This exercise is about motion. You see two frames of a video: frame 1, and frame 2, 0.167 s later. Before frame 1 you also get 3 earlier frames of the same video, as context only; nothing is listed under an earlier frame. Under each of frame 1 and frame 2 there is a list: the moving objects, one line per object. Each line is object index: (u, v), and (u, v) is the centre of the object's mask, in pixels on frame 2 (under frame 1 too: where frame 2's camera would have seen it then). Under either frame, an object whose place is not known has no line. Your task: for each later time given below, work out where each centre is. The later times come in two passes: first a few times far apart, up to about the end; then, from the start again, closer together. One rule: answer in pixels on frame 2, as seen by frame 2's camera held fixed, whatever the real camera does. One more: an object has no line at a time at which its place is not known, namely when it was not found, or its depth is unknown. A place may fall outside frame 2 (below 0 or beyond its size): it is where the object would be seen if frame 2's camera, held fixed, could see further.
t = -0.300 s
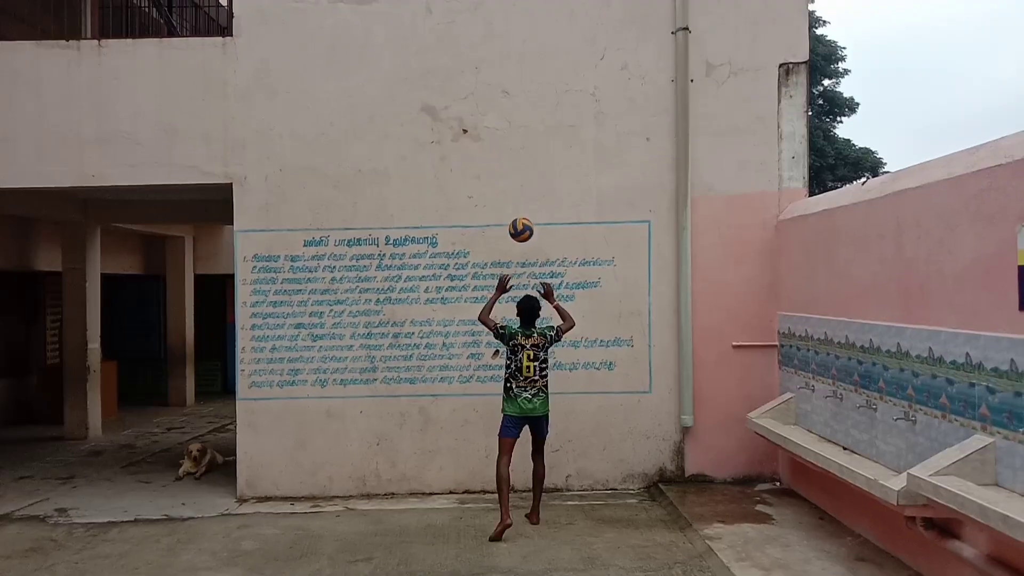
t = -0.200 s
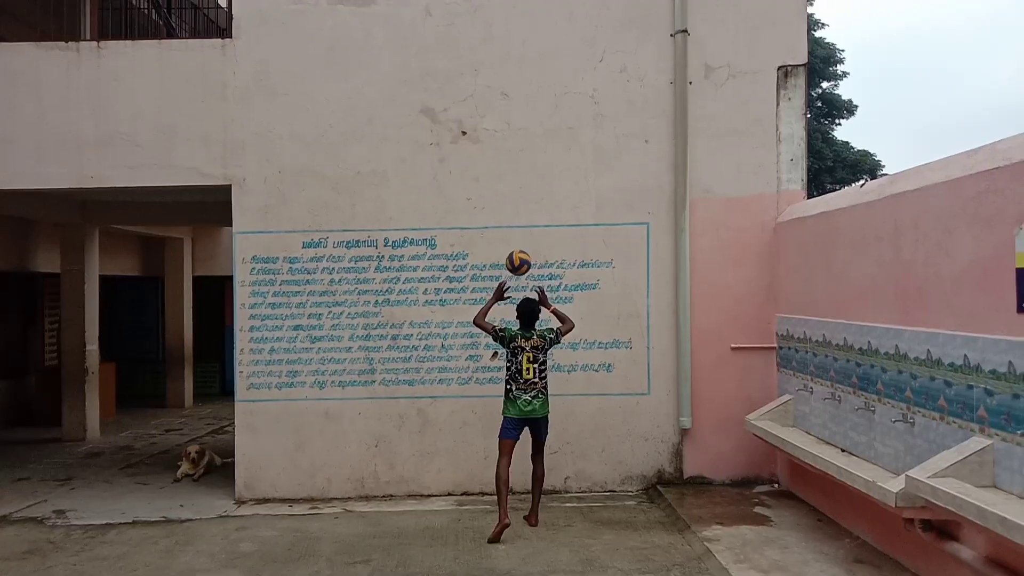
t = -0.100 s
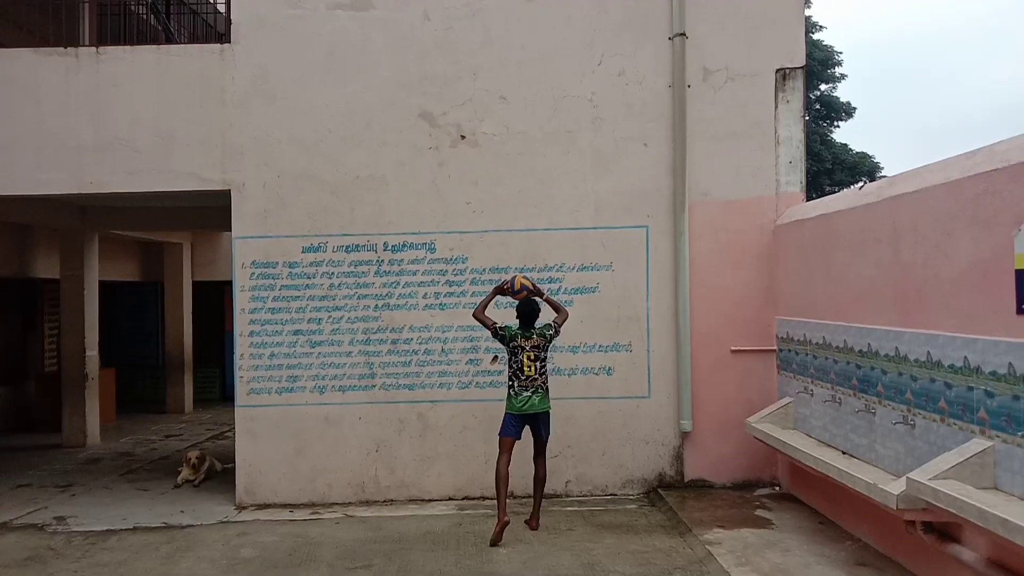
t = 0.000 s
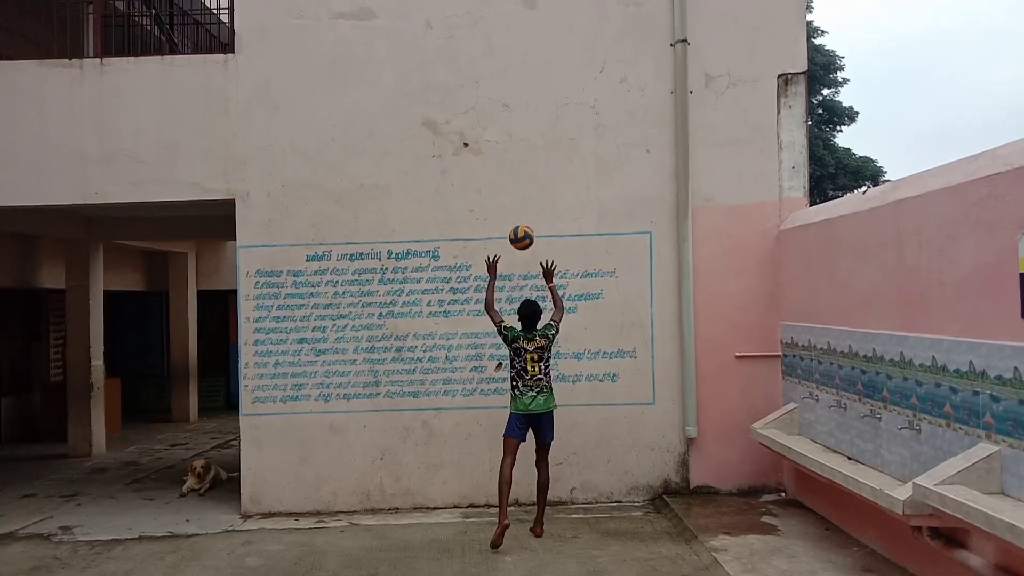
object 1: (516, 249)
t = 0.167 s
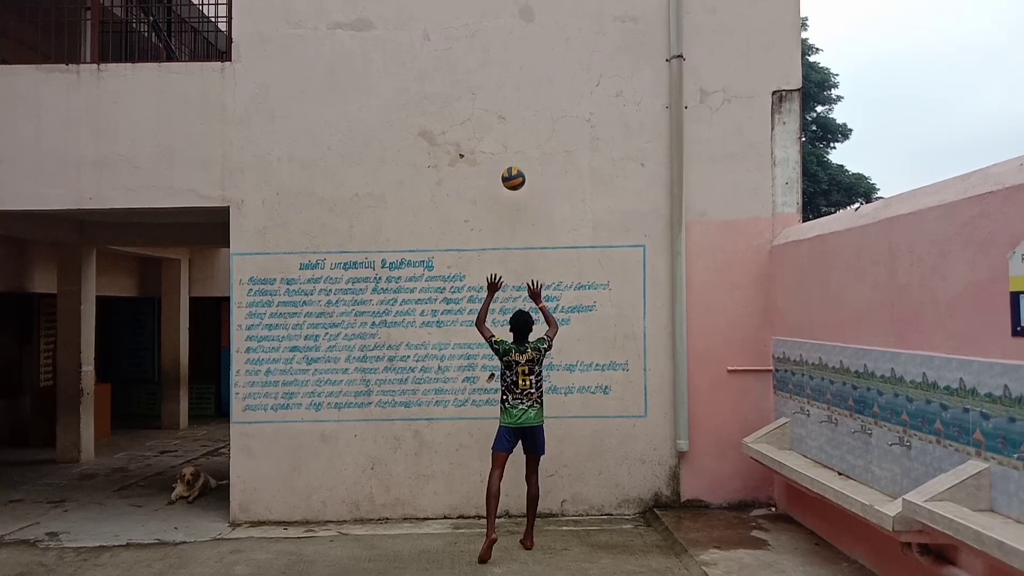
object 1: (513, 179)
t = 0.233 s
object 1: (512, 161)
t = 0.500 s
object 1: (510, 142)
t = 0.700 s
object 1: (507, 175)
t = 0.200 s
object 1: (513, 169)
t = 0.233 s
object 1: (512, 161)
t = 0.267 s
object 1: (512, 155)
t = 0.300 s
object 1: (512, 150)
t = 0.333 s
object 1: (511, 146)
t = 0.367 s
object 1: (511, 143)
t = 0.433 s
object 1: (511, 142)
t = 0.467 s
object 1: (510, 141)
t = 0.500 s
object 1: (510, 142)
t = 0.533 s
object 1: (509, 144)
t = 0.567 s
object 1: (509, 147)
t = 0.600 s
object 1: (508, 152)
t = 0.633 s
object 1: (508, 158)
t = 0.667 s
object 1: (507, 166)
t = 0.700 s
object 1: (507, 175)
